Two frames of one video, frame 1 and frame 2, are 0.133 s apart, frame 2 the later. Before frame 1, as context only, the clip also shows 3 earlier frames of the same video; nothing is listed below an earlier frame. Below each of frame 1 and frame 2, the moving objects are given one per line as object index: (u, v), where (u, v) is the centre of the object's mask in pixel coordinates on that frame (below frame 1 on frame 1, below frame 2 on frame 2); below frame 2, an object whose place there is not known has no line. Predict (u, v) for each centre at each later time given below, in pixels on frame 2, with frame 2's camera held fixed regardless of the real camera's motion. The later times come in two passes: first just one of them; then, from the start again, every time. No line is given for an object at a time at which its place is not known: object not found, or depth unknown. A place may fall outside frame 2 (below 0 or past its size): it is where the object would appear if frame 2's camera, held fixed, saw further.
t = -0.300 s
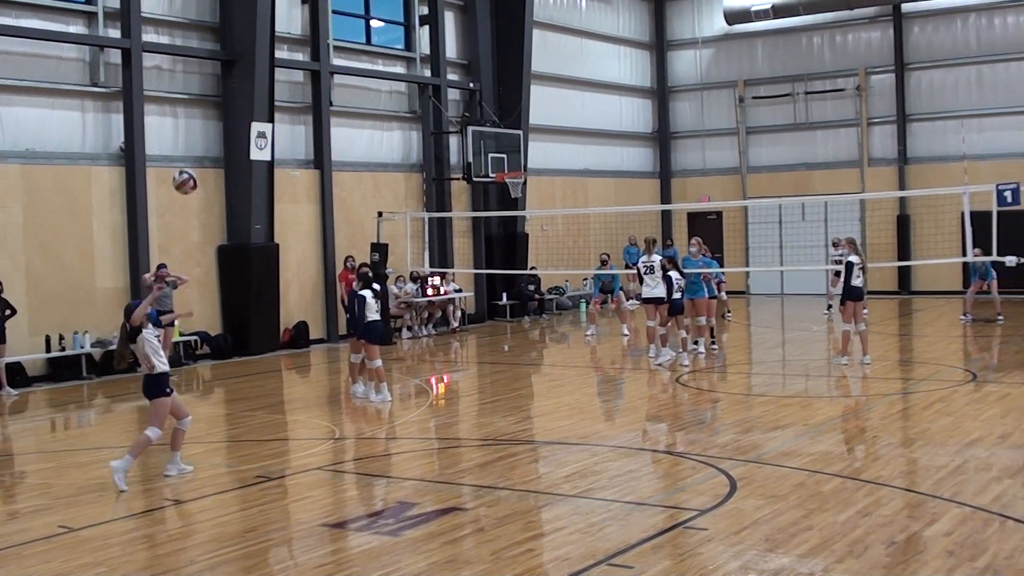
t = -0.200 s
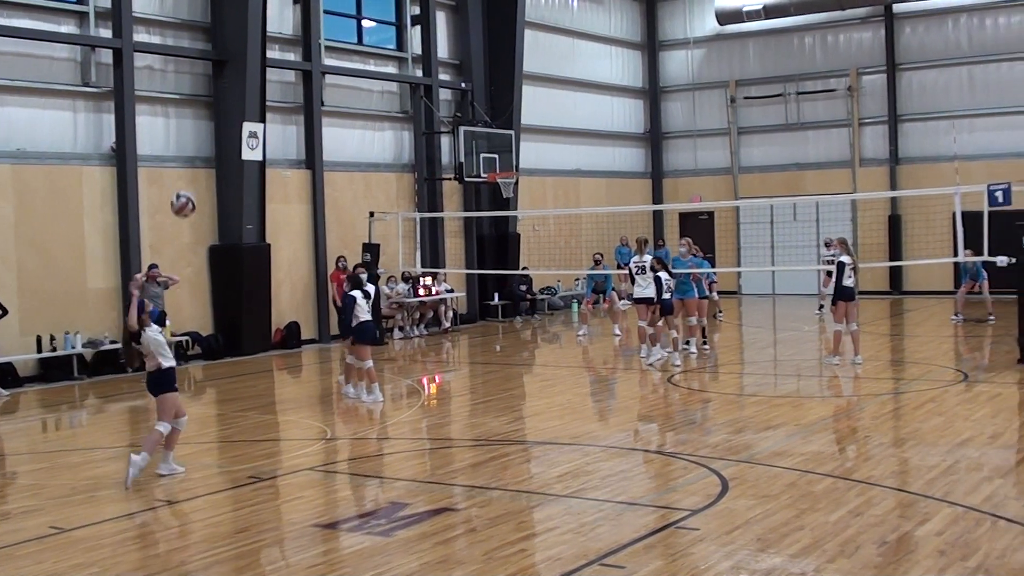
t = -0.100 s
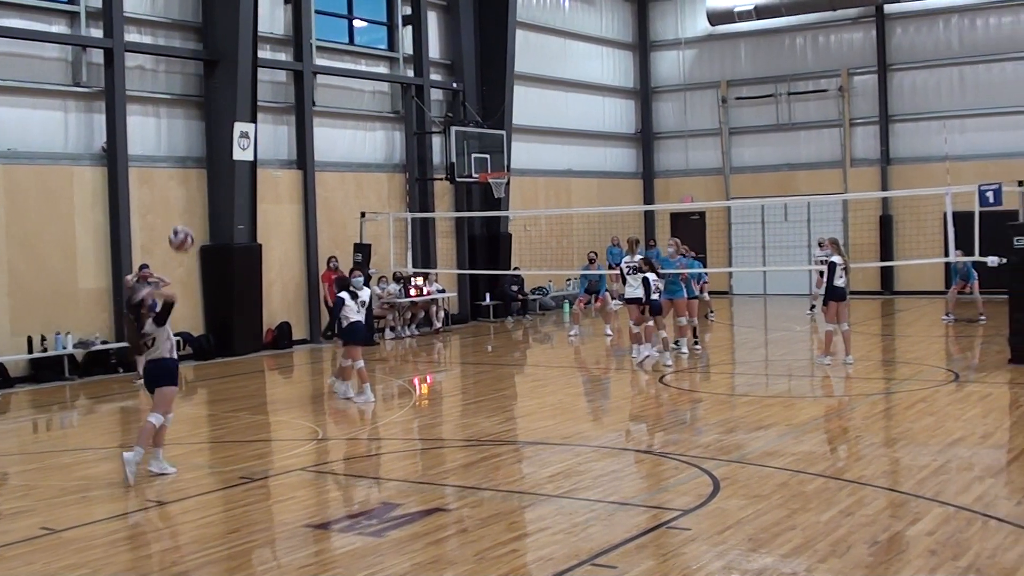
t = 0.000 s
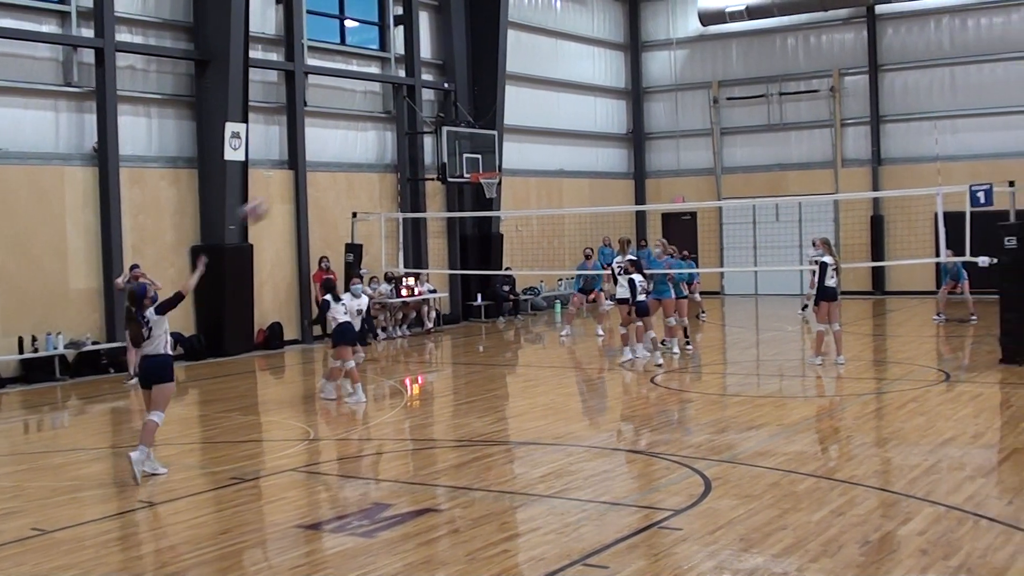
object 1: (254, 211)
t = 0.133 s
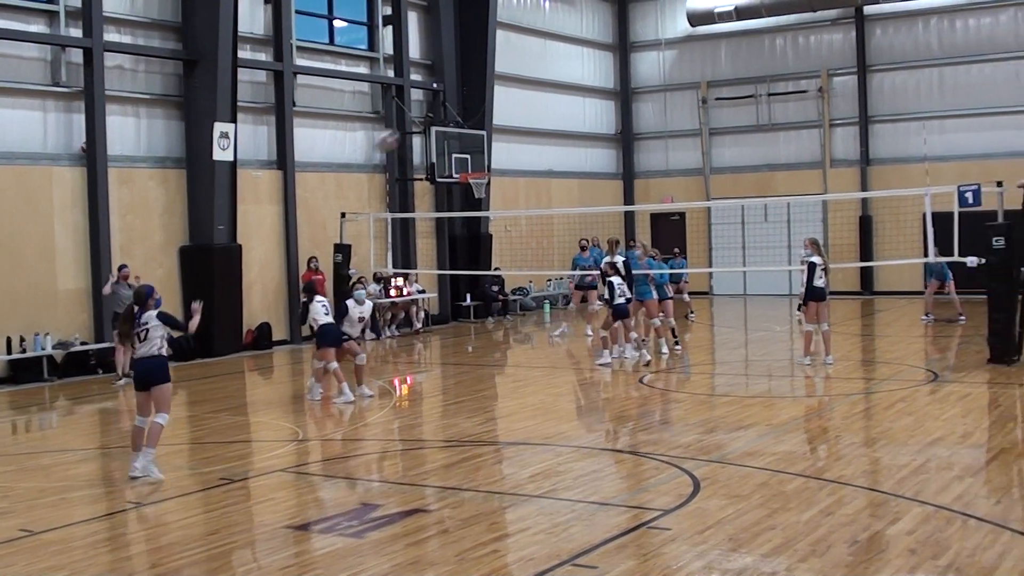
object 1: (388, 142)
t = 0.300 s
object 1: (516, 97)
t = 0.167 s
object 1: (416, 126)
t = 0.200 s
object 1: (444, 116)
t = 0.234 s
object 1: (470, 109)
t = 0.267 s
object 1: (494, 102)
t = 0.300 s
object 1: (516, 97)
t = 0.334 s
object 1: (537, 92)
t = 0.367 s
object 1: (557, 90)
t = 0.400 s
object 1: (576, 89)
